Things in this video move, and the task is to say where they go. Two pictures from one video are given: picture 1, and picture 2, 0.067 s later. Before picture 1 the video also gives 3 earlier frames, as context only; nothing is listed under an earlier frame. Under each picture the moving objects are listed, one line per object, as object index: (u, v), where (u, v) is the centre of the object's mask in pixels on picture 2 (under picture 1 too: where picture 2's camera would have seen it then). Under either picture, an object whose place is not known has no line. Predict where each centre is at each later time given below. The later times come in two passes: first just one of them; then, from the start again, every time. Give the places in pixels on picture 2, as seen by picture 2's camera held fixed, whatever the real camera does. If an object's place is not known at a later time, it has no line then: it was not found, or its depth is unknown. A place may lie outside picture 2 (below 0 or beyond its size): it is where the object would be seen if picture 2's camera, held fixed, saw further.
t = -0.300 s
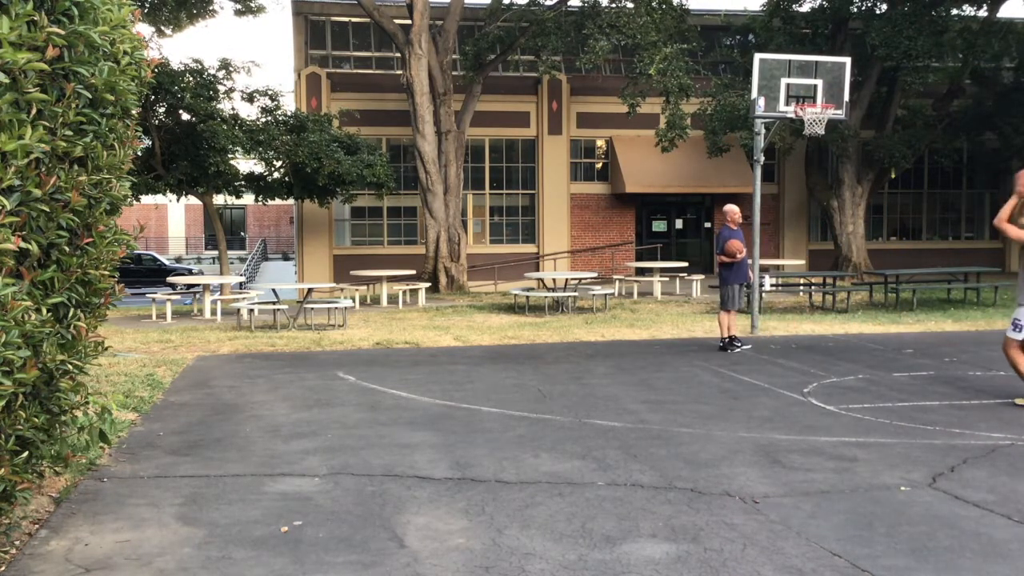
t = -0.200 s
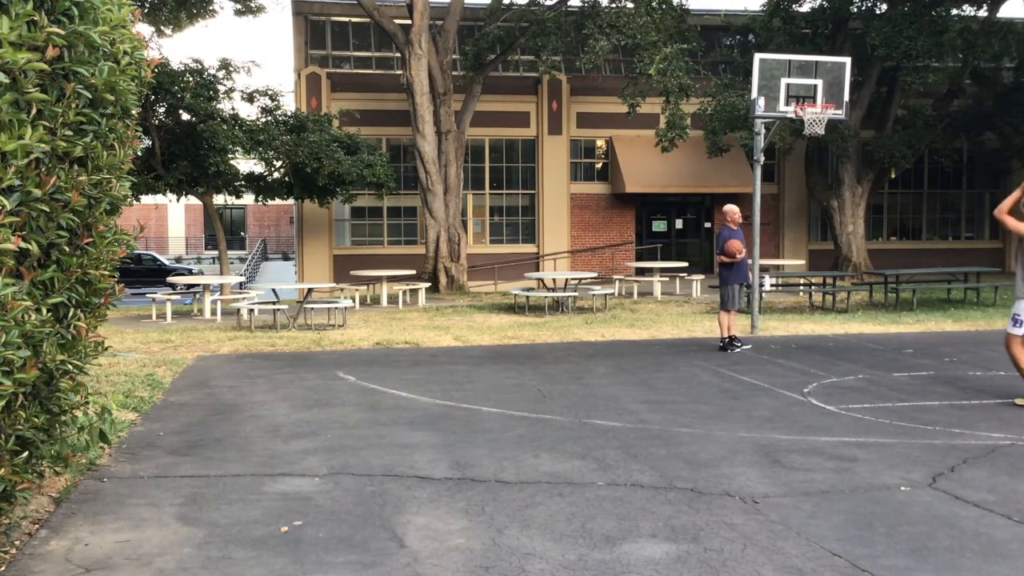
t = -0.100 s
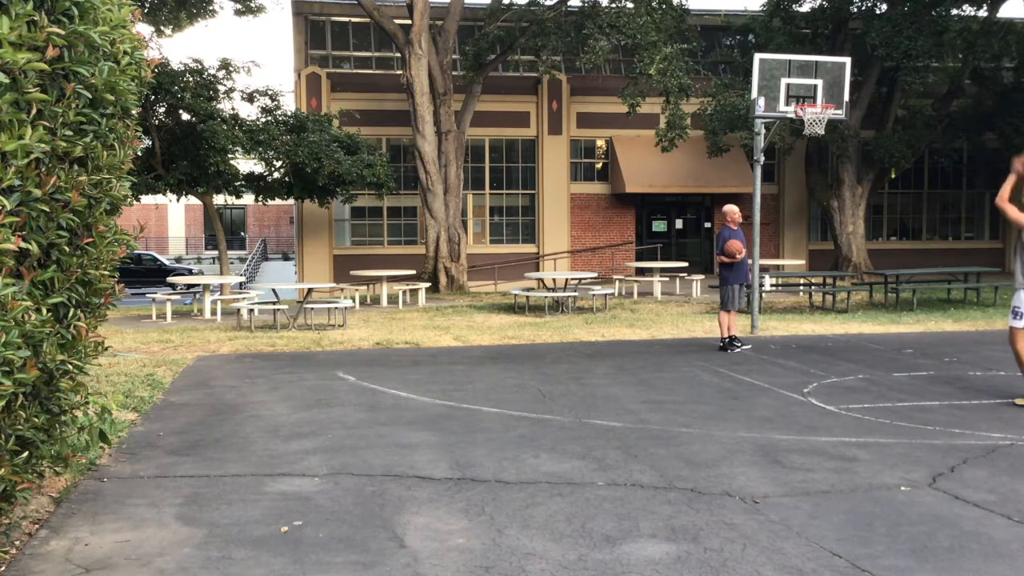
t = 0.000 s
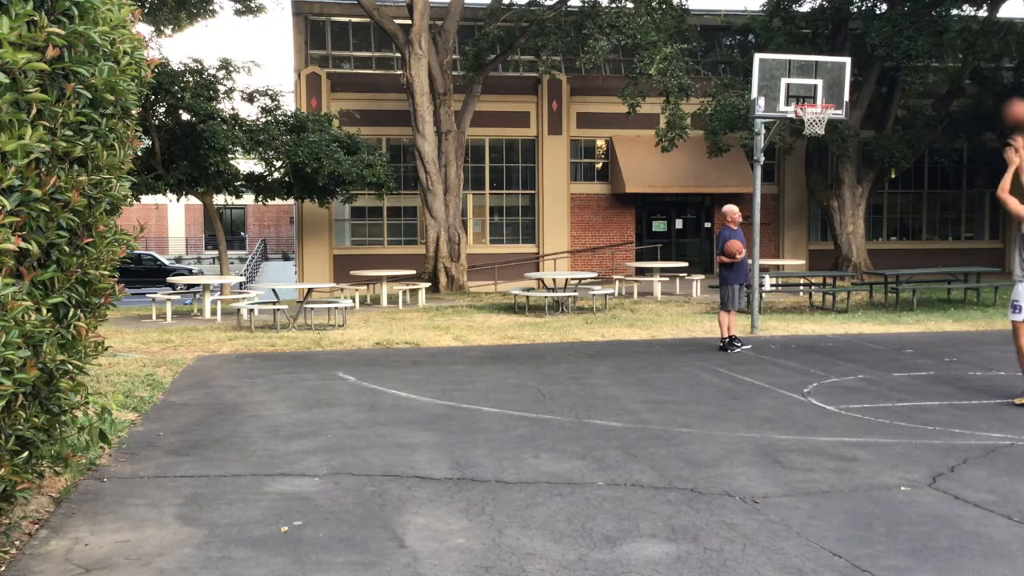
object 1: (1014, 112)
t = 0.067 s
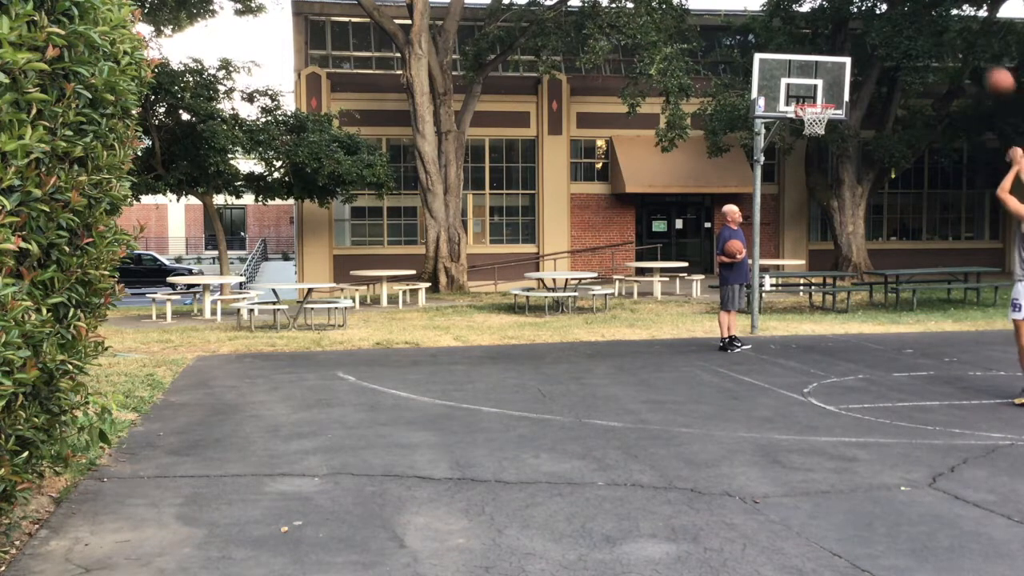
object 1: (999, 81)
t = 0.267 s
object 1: (948, 19)
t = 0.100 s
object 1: (990, 66)
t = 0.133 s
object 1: (982, 54)
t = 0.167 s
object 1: (973, 43)
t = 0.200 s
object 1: (964, 34)
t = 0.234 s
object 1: (956, 26)
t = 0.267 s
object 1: (948, 19)
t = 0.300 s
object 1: (940, 13)
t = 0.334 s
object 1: (933, 9)
